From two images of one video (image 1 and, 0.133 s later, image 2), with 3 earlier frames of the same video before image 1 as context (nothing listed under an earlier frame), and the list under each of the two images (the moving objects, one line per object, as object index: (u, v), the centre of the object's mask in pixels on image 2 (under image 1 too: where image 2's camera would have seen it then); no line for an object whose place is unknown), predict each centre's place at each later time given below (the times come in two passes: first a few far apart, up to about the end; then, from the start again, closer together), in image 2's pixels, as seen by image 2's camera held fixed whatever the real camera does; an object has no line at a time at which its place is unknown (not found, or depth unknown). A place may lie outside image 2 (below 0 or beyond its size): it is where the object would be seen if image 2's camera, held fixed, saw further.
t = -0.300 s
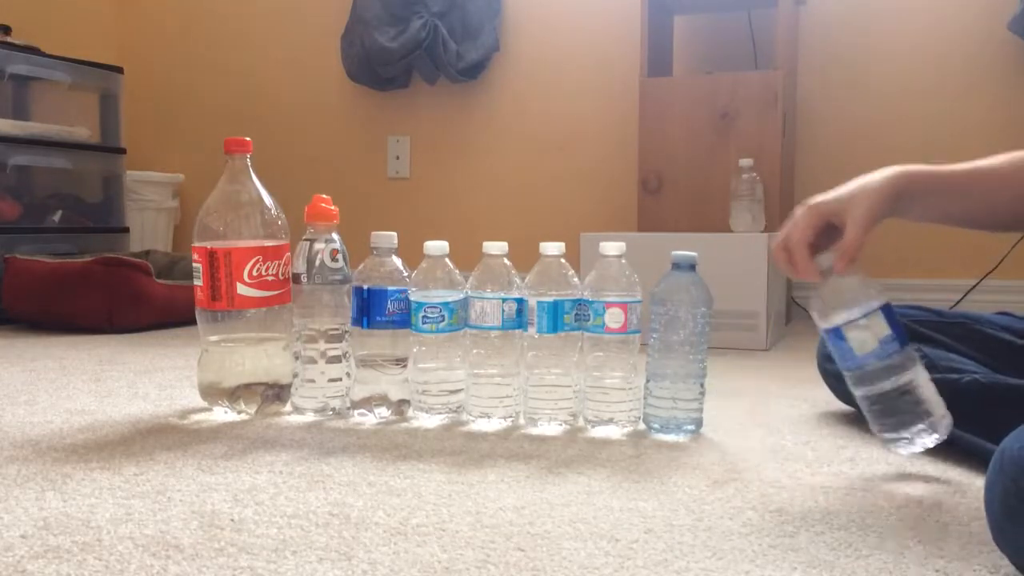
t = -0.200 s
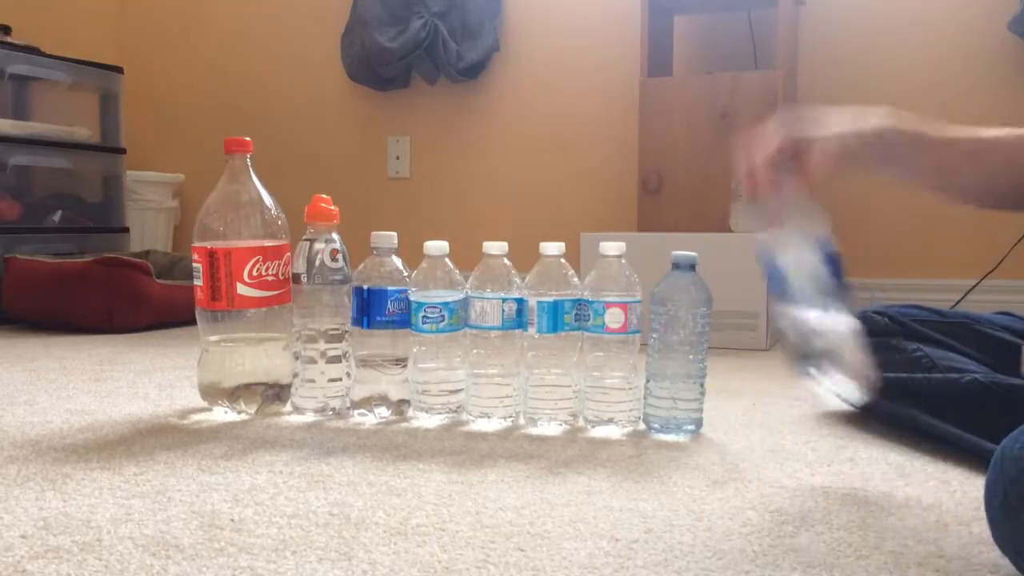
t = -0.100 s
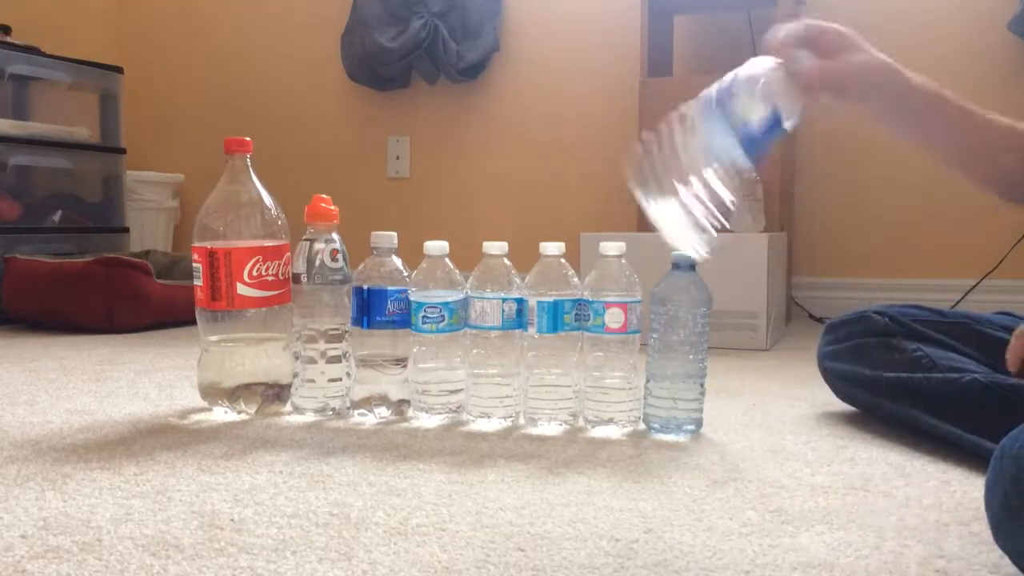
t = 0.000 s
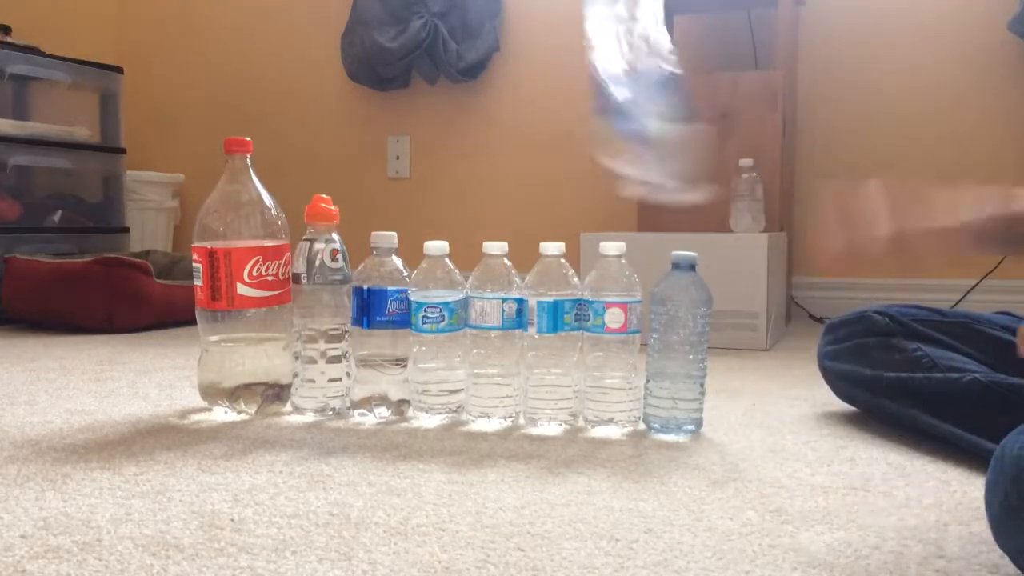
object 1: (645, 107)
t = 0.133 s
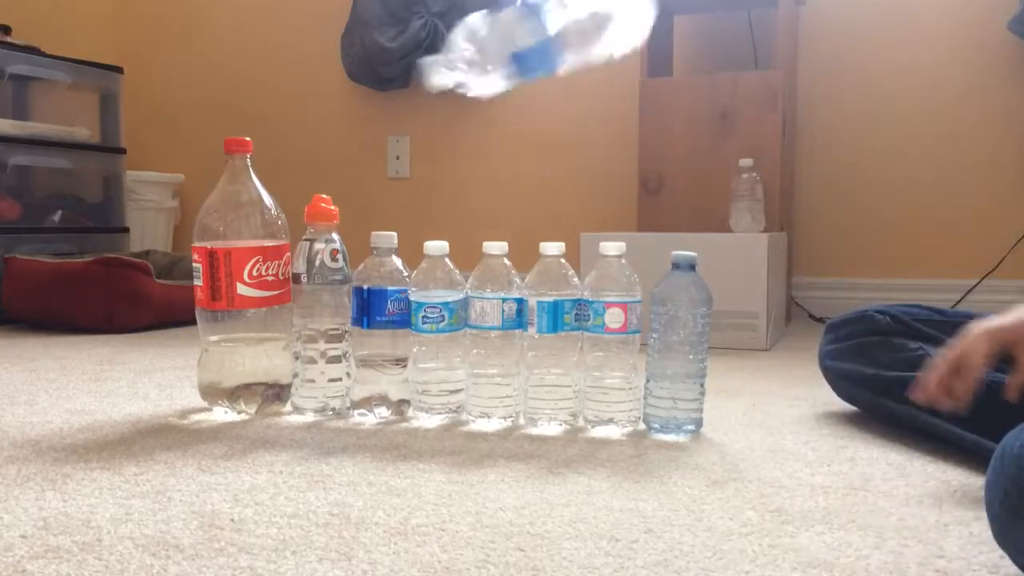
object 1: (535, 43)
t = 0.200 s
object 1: (514, 102)
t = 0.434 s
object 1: (372, 467)
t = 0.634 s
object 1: (343, 476)
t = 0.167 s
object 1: (531, 61)
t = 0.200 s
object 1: (514, 102)
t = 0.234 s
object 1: (495, 156)
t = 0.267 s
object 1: (480, 218)
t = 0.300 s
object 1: (462, 295)
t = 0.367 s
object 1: (426, 452)
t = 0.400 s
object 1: (393, 464)
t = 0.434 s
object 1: (372, 467)
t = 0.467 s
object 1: (356, 471)
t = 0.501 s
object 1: (350, 474)
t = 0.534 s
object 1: (345, 474)
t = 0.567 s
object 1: (344, 475)
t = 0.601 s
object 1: (345, 476)
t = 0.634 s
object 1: (343, 476)
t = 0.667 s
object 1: (343, 476)
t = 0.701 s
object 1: (343, 477)
